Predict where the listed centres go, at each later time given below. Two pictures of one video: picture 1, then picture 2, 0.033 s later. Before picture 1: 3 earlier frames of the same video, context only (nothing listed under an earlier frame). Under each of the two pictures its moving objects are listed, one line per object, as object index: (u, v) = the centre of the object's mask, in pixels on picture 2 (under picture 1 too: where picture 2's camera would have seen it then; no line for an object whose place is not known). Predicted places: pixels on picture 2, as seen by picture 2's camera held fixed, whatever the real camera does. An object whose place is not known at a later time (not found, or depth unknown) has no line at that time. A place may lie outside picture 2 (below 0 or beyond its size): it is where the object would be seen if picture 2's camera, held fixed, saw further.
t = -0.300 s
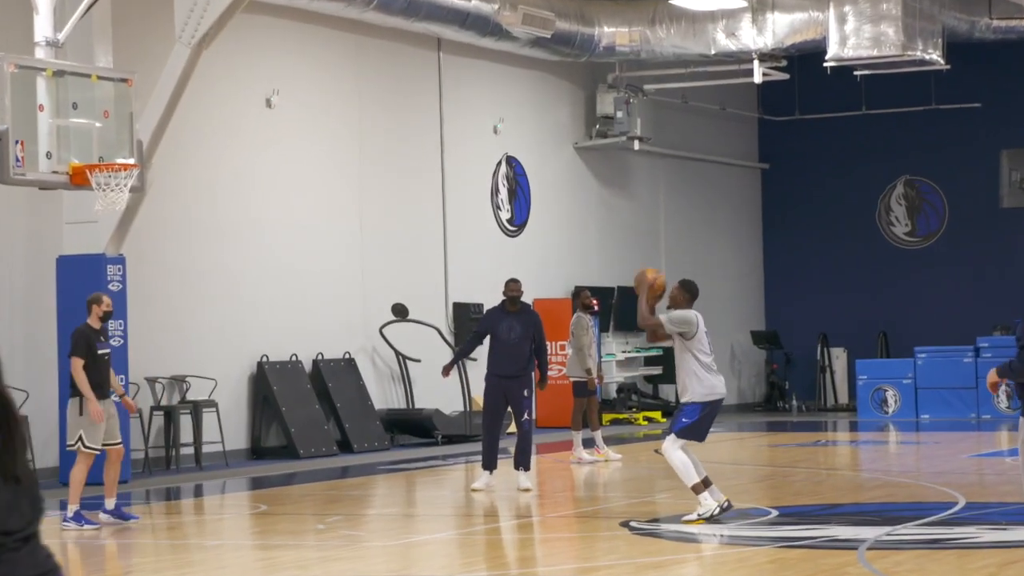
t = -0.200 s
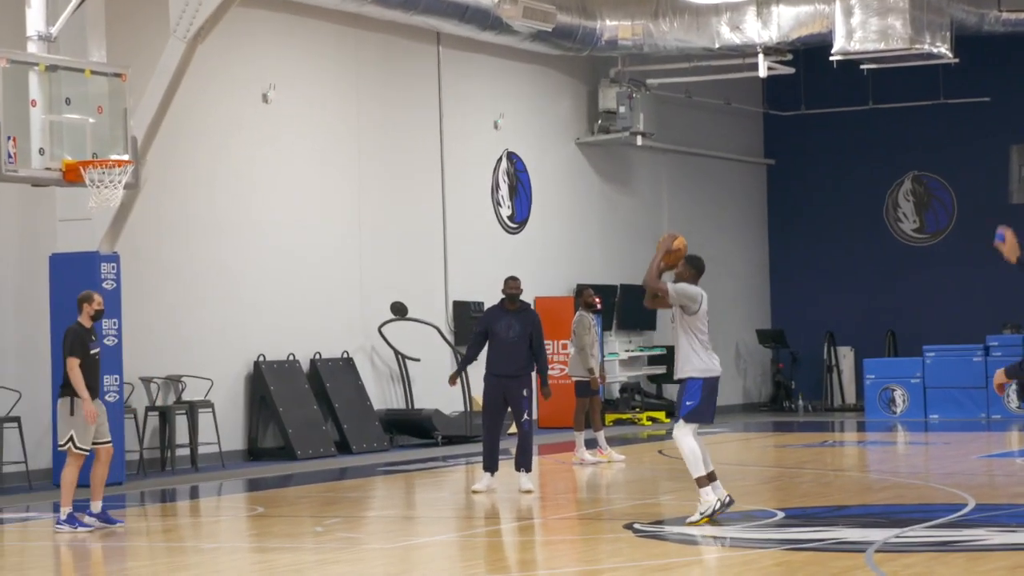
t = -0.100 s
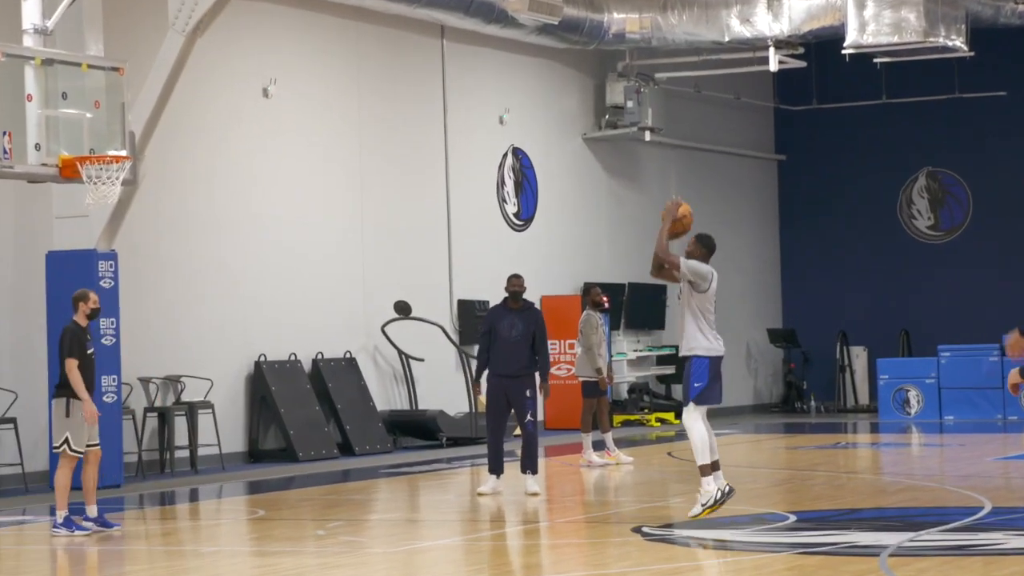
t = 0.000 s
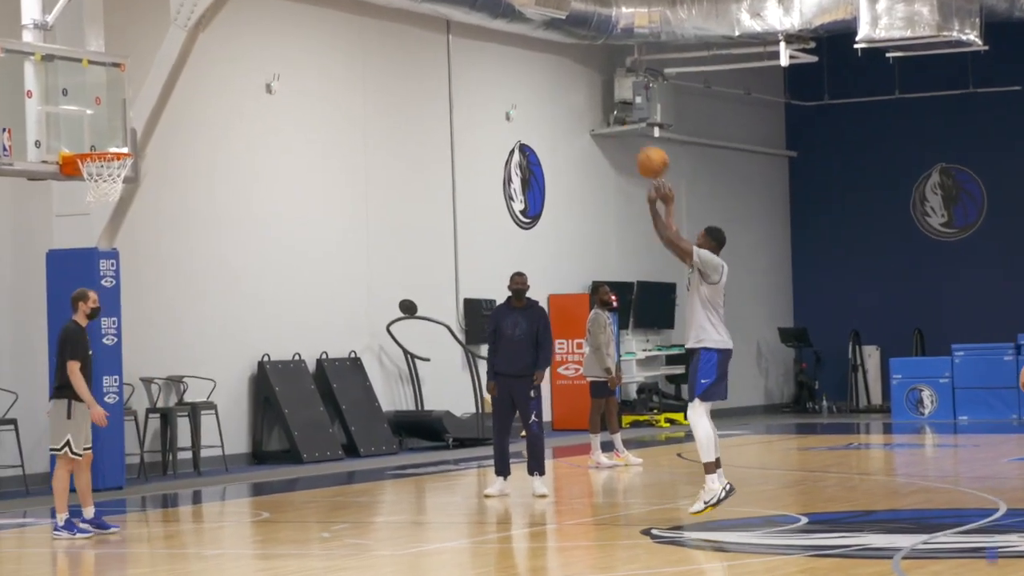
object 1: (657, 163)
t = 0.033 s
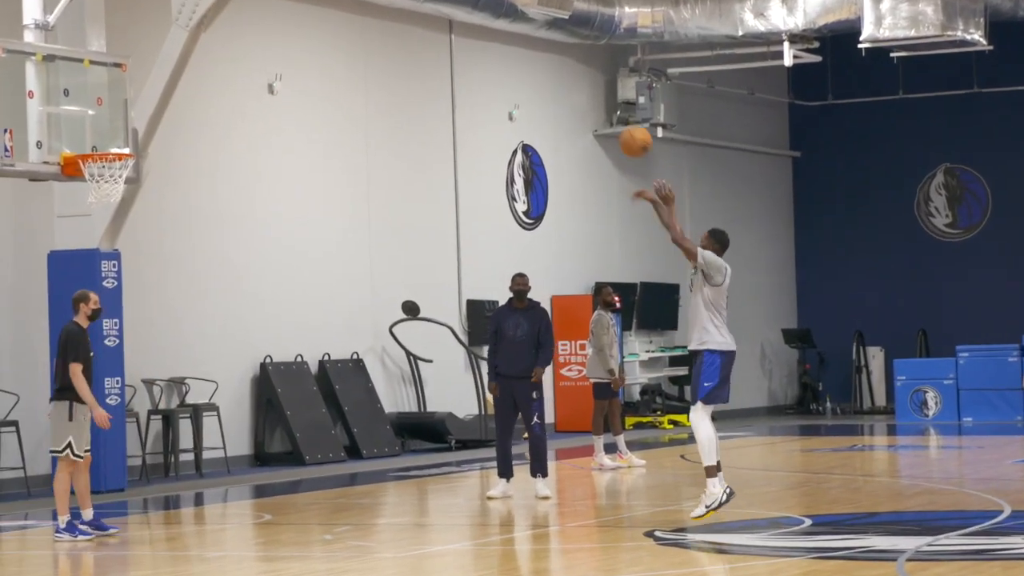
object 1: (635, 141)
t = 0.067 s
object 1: (614, 120)
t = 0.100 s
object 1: (595, 102)
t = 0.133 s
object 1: (575, 85)
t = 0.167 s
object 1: (555, 69)
